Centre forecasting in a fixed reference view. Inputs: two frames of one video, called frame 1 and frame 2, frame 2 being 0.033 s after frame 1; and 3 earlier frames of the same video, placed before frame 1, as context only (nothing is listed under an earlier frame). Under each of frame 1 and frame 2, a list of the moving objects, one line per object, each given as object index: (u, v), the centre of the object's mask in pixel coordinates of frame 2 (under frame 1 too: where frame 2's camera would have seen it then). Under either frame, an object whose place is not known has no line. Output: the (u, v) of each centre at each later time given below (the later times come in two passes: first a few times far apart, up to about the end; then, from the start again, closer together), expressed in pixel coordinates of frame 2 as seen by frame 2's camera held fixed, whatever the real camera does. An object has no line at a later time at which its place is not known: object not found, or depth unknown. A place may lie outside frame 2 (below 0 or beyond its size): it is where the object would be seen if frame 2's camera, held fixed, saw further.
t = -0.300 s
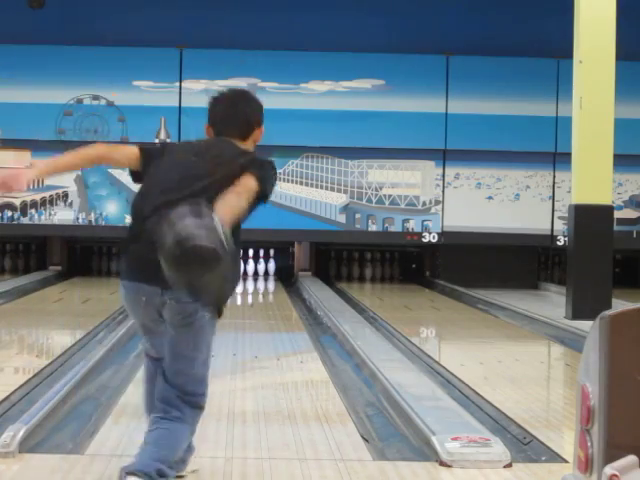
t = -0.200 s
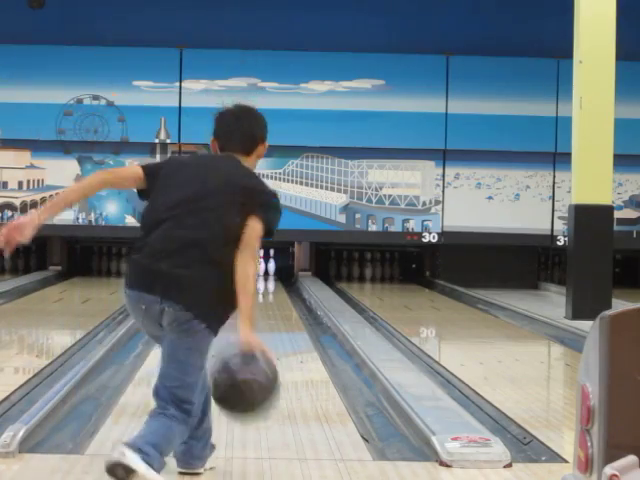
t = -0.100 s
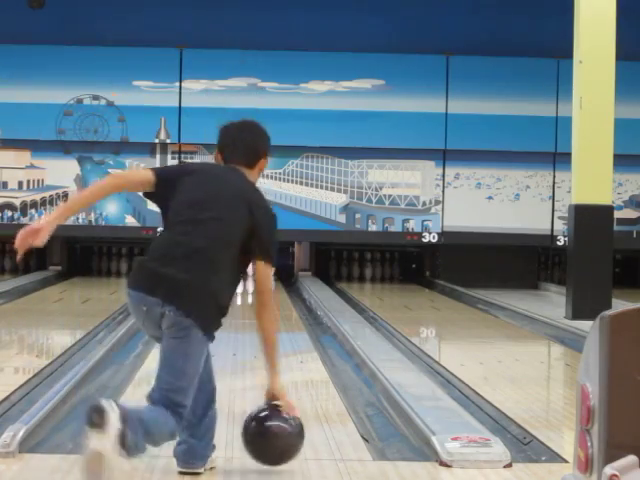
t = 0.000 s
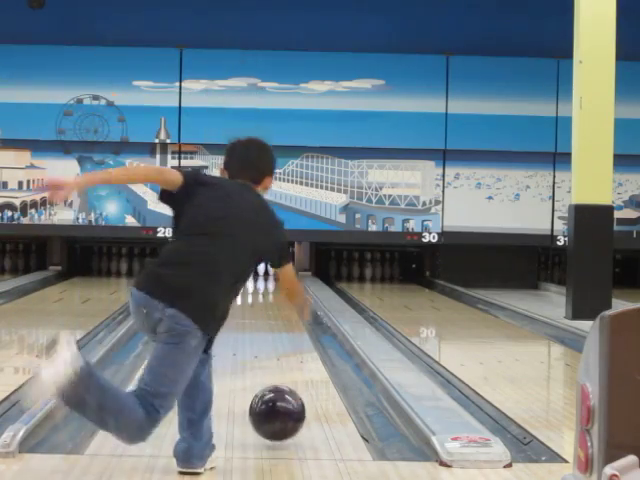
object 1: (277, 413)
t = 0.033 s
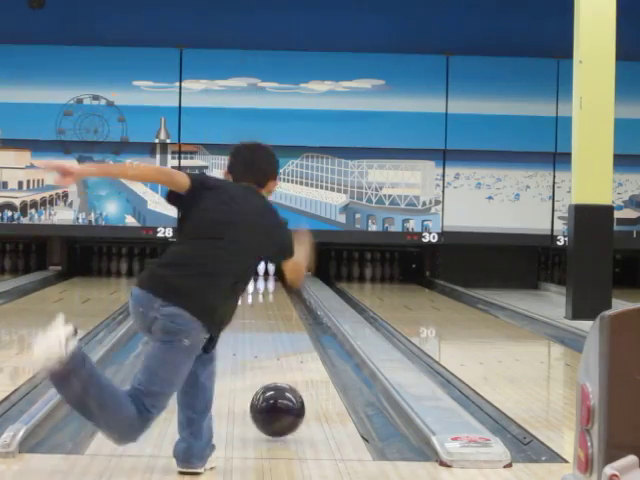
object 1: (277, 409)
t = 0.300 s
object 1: (279, 375)
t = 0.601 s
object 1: (271, 348)
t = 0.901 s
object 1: (277, 326)
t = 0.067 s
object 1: (277, 408)
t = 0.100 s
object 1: (278, 402)
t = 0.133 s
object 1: (278, 397)
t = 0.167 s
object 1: (278, 392)
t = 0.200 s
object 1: (278, 388)
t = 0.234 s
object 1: (278, 383)
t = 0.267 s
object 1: (279, 379)
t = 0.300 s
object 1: (279, 375)
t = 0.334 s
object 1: (279, 371)
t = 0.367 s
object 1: (279, 367)
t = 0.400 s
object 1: (282, 364)
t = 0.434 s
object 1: (286, 363)
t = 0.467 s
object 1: (289, 364)
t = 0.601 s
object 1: (271, 348)
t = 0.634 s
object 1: (275, 344)
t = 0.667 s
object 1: (277, 342)
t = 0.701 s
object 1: (278, 339)
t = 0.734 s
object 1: (278, 336)
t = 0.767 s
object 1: (277, 334)
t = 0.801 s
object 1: (277, 332)
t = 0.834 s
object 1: (277, 330)
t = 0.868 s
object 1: (277, 328)
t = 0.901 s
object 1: (277, 326)
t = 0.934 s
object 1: (280, 326)
